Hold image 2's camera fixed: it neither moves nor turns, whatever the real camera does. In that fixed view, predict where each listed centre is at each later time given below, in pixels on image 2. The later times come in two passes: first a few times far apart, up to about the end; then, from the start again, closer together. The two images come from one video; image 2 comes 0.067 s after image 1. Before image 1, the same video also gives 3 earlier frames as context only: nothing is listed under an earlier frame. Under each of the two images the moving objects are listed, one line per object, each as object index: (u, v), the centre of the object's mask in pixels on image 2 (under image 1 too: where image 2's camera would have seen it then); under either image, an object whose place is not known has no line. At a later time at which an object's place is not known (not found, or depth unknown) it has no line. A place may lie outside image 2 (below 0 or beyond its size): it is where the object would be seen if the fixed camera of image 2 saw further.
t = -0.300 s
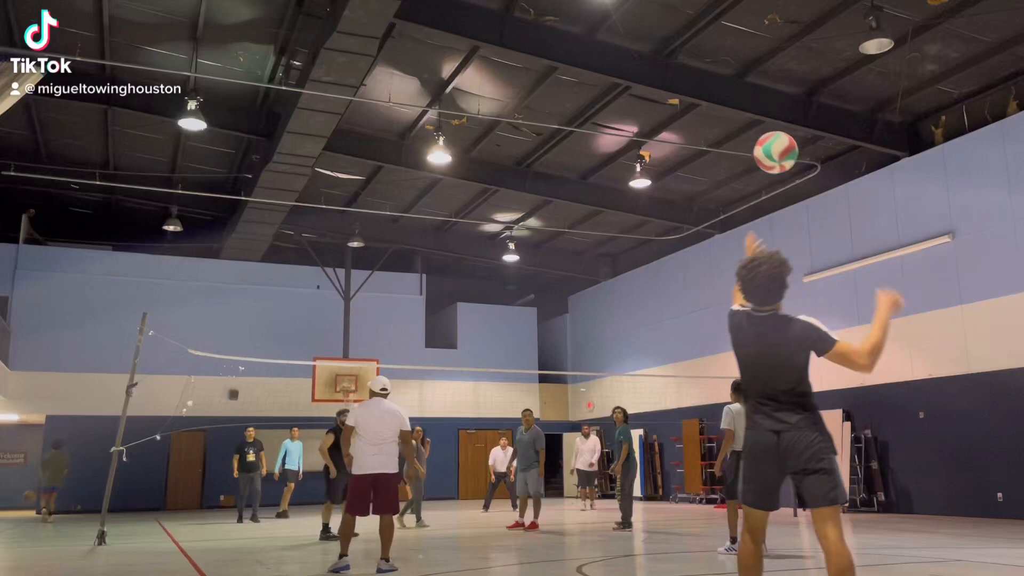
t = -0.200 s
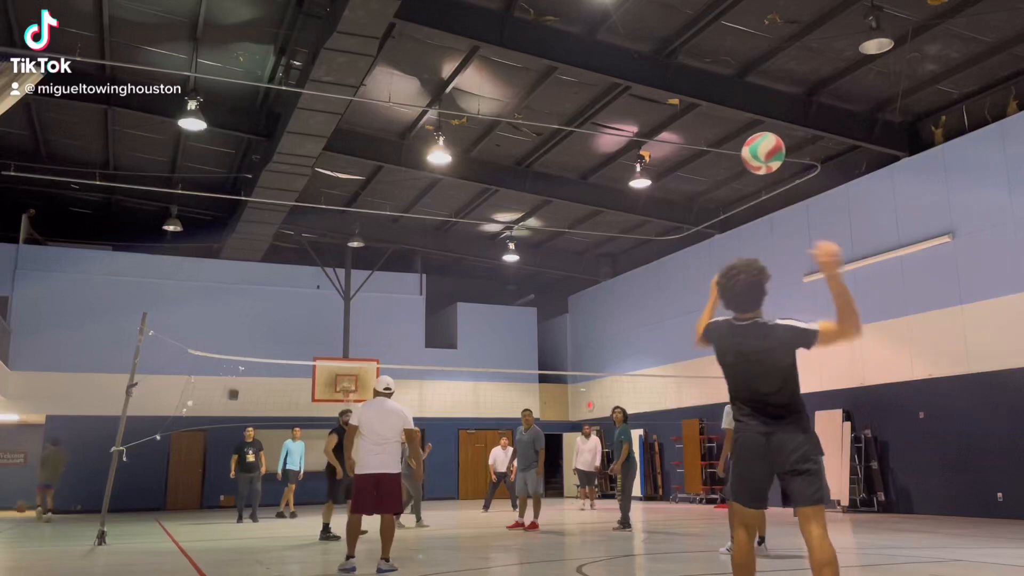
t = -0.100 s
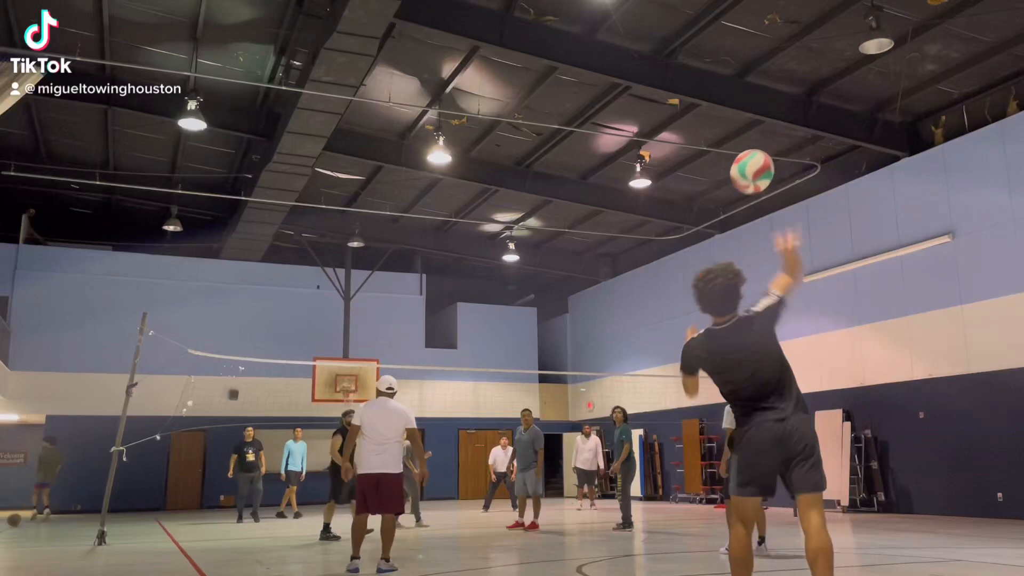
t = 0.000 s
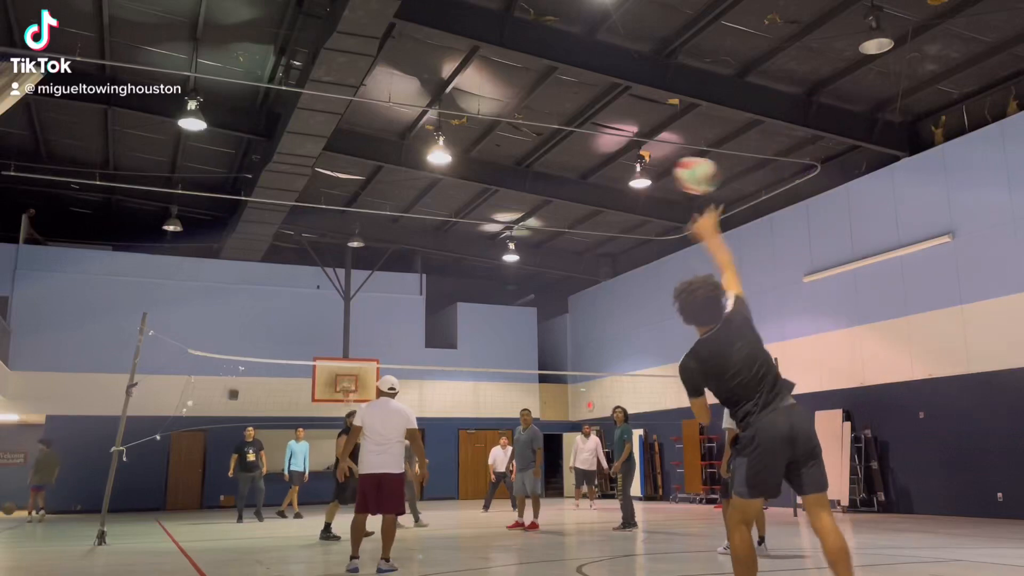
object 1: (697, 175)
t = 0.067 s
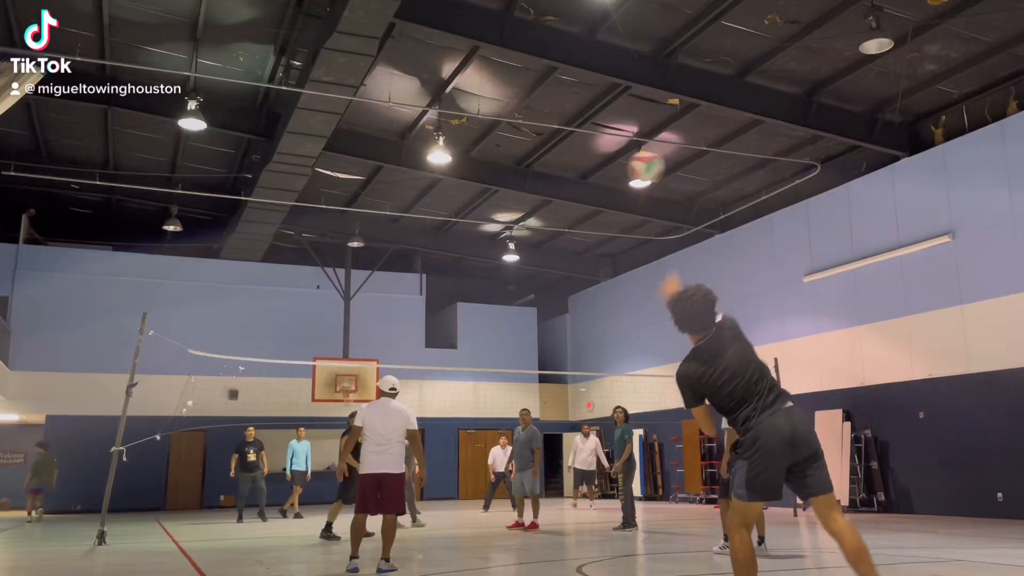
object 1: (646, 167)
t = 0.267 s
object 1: (562, 178)
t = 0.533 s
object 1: (511, 228)
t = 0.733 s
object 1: (487, 274)
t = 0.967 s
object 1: (469, 340)
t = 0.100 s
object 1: (626, 166)
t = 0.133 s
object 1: (610, 167)
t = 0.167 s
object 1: (596, 168)
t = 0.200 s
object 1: (583, 171)
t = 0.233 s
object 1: (571, 174)
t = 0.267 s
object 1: (562, 178)
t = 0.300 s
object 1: (553, 183)
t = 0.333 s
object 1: (545, 188)
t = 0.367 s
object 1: (538, 194)
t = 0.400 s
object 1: (532, 201)
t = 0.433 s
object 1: (526, 207)
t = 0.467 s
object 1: (520, 214)
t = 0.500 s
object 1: (515, 220)
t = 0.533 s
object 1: (511, 228)
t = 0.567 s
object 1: (506, 234)
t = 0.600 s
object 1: (502, 241)
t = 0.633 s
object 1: (498, 249)
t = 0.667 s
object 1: (494, 257)
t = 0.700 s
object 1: (490, 265)
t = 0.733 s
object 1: (487, 274)
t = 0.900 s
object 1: (473, 320)
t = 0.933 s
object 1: (470, 330)
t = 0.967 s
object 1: (469, 340)
